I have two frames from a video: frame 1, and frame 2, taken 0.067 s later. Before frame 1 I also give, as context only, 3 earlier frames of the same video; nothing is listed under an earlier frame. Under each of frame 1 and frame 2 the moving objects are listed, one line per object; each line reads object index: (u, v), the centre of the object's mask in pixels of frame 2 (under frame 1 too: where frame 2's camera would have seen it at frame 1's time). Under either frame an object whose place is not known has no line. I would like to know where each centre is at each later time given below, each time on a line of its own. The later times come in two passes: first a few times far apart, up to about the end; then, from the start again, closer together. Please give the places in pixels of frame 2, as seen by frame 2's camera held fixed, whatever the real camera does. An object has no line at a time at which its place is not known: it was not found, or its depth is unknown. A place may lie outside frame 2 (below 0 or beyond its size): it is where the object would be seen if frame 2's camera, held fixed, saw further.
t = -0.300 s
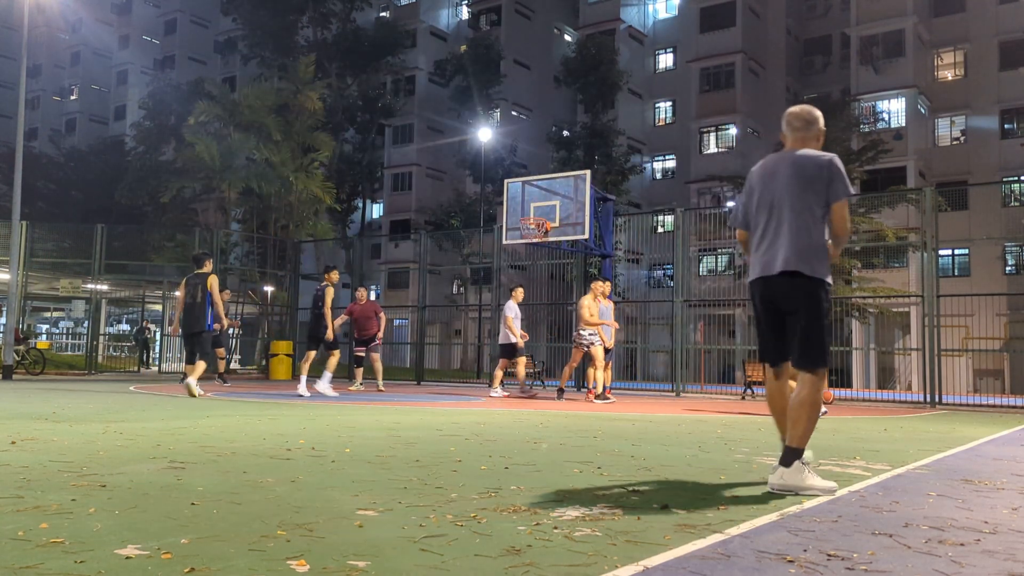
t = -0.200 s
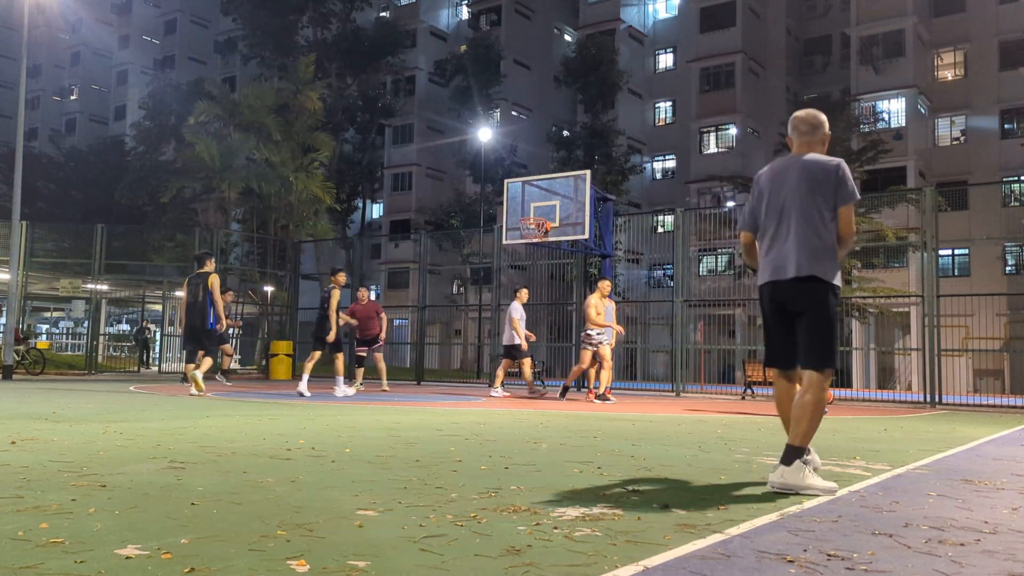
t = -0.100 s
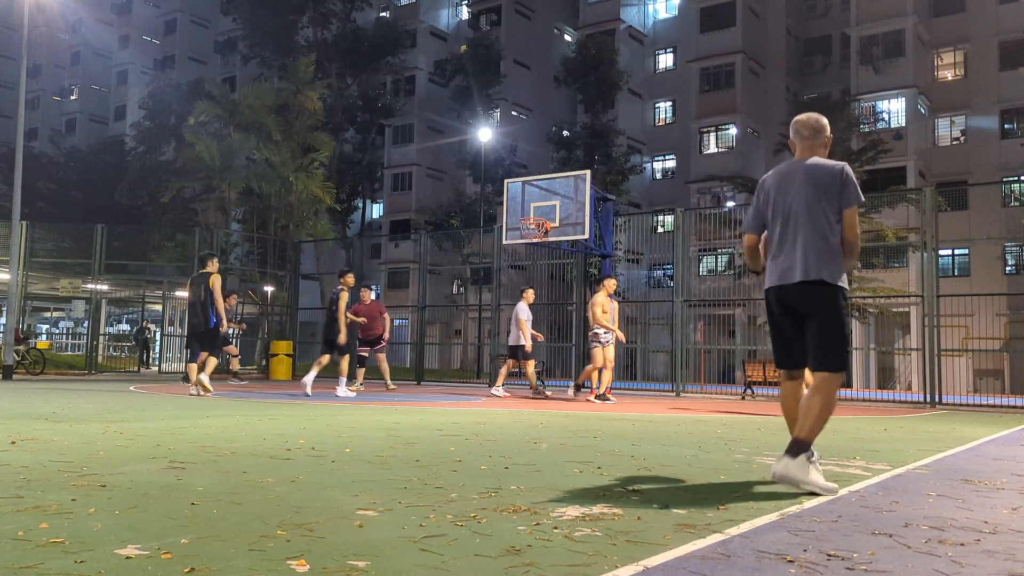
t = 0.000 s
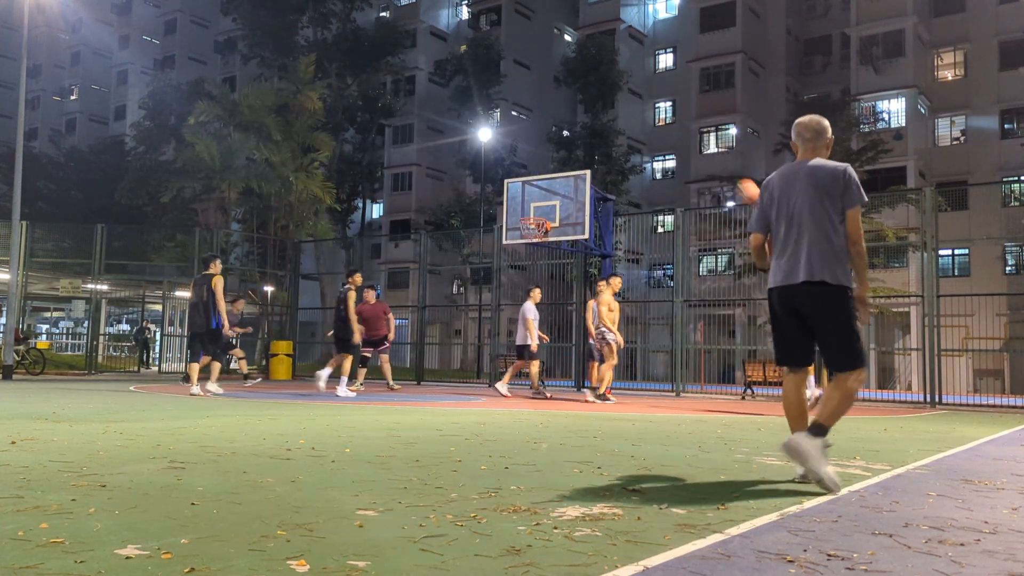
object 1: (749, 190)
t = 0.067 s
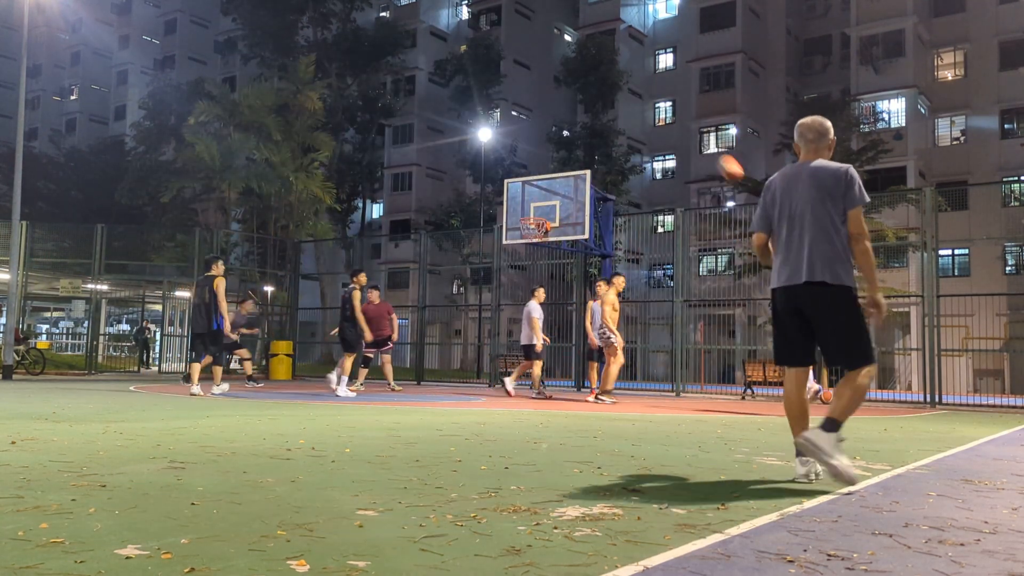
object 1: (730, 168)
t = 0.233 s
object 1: (686, 126)
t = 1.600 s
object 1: (501, 228)
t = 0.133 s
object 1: (712, 149)
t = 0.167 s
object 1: (701, 139)
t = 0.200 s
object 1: (694, 132)
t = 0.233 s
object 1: (686, 126)
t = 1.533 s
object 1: (505, 219)
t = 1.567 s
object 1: (504, 223)
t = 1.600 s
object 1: (501, 228)
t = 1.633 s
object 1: (500, 233)
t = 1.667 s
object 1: (497, 236)
